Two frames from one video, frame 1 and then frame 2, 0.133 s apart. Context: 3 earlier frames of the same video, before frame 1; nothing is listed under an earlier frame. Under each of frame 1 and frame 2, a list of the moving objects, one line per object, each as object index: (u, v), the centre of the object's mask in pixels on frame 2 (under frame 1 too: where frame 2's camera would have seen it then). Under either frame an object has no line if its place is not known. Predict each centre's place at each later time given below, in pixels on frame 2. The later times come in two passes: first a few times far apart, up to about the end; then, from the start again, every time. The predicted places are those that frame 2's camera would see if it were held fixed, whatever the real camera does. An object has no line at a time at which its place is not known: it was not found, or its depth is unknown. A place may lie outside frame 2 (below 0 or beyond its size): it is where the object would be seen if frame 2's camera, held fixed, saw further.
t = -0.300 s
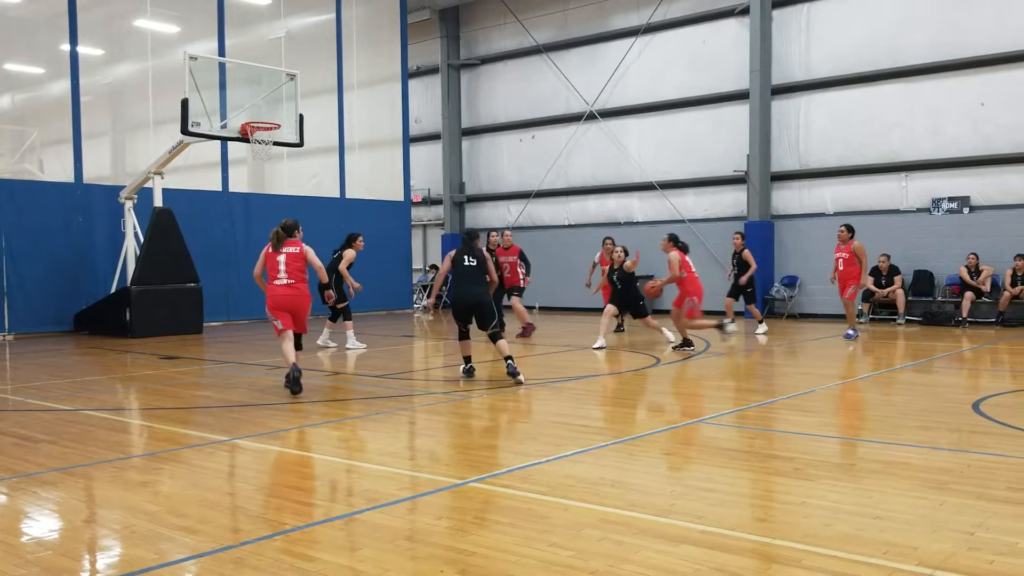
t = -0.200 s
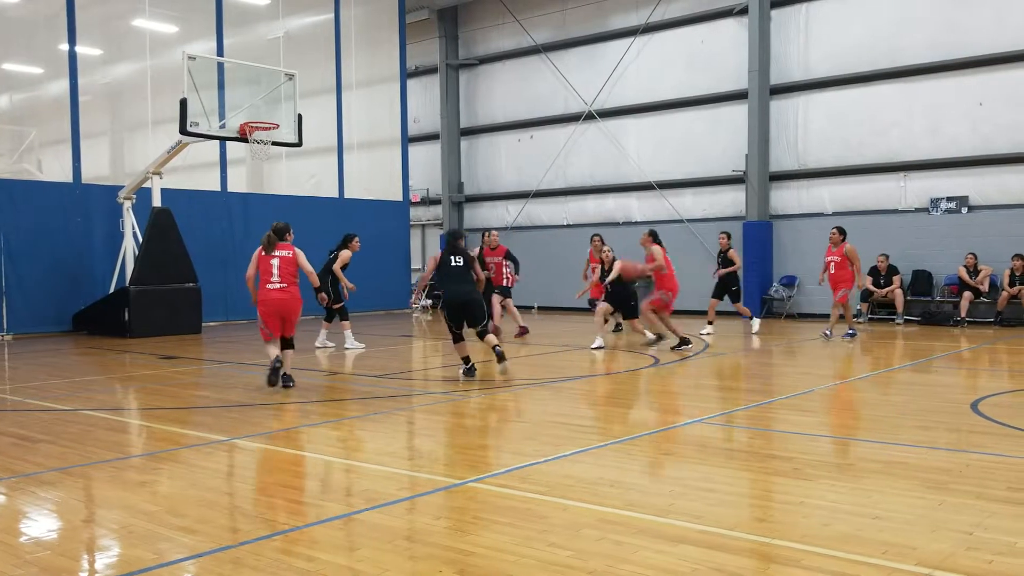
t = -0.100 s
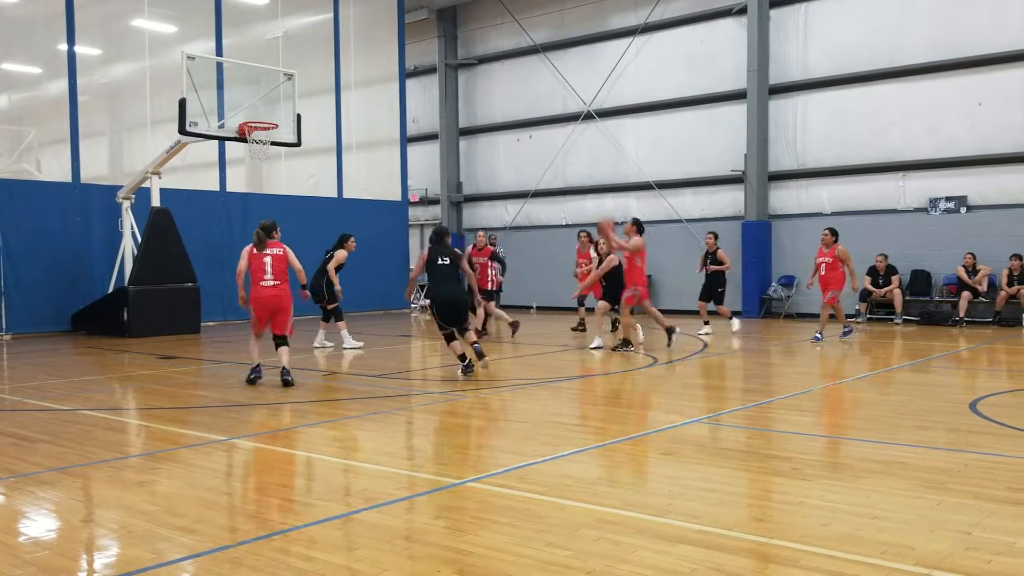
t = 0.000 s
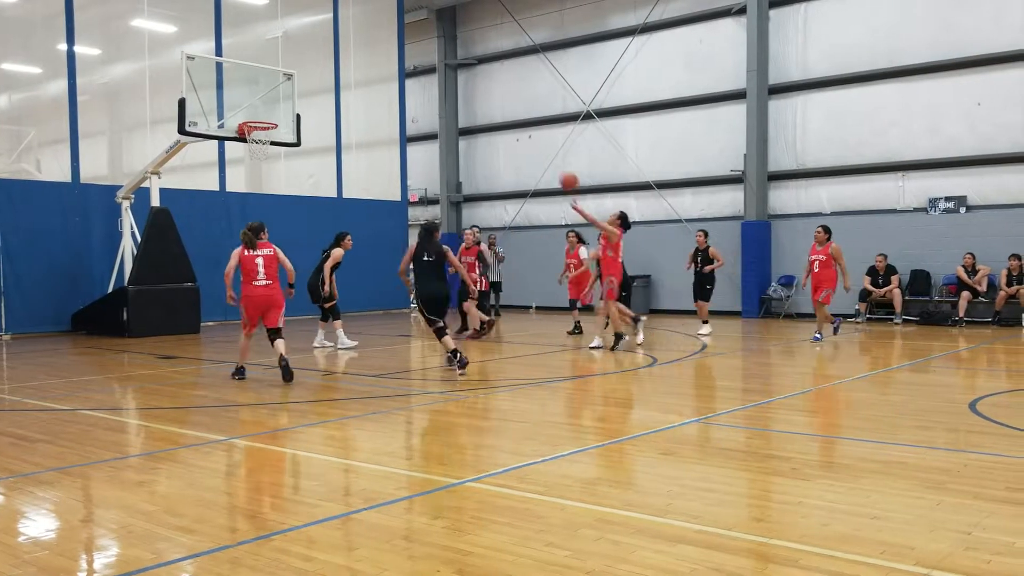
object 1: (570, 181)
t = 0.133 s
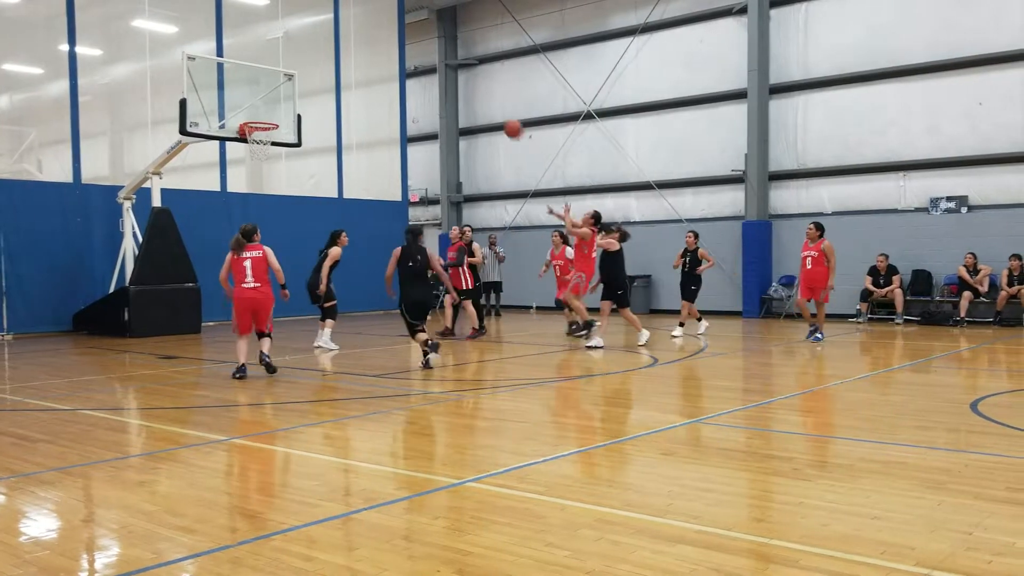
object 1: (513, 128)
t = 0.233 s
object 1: (473, 101)
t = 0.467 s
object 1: (385, 67)
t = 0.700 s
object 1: (306, 76)
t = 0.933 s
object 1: (234, 122)
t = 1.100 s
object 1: (185, 175)
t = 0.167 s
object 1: (500, 118)
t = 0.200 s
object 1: (486, 109)
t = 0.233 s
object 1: (473, 101)
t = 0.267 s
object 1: (460, 93)
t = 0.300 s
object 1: (447, 86)
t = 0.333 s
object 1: (434, 80)
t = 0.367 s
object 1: (422, 76)
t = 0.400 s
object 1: (409, 72)
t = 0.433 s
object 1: (397, 69)
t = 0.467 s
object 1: (385, 67)
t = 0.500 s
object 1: (373, 66)
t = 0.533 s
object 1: (361, 66)
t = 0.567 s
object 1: (350, 66)
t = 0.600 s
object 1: (338, 66)
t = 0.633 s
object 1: (327, 69)
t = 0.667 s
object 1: (316, 72)
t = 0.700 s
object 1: (306, 76)
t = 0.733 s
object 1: (295, 80)
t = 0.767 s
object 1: (285, 86)
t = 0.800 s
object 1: (275, 91)
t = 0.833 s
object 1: (264, 98)
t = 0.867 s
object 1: (254, 105)
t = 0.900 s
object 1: (244, 113)
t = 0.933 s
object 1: (234, 122)
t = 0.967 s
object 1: (225, 132)
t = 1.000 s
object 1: (214, 142)
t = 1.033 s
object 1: (204, 152)
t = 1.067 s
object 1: (196, 164)
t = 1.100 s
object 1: (185, 175)
